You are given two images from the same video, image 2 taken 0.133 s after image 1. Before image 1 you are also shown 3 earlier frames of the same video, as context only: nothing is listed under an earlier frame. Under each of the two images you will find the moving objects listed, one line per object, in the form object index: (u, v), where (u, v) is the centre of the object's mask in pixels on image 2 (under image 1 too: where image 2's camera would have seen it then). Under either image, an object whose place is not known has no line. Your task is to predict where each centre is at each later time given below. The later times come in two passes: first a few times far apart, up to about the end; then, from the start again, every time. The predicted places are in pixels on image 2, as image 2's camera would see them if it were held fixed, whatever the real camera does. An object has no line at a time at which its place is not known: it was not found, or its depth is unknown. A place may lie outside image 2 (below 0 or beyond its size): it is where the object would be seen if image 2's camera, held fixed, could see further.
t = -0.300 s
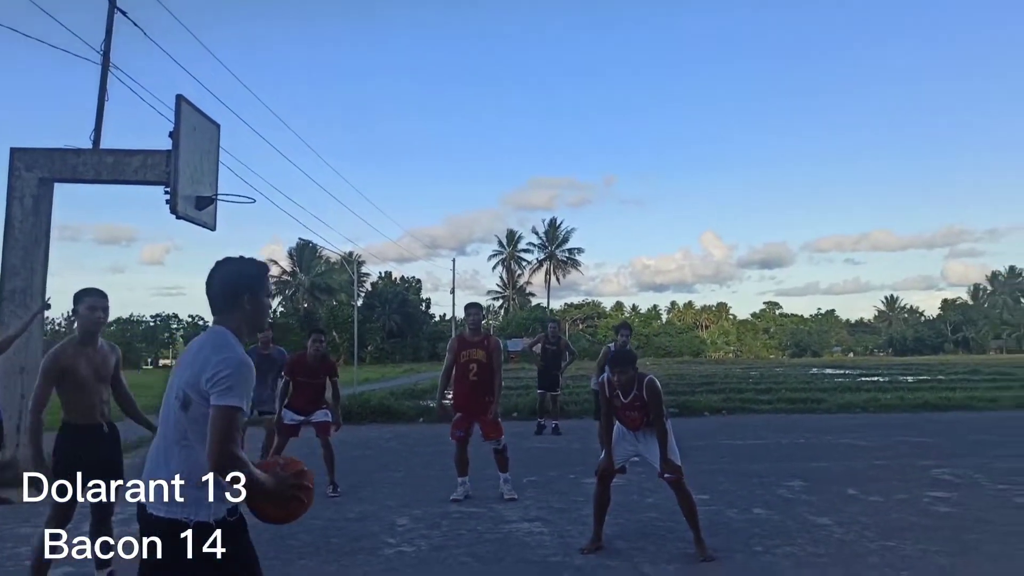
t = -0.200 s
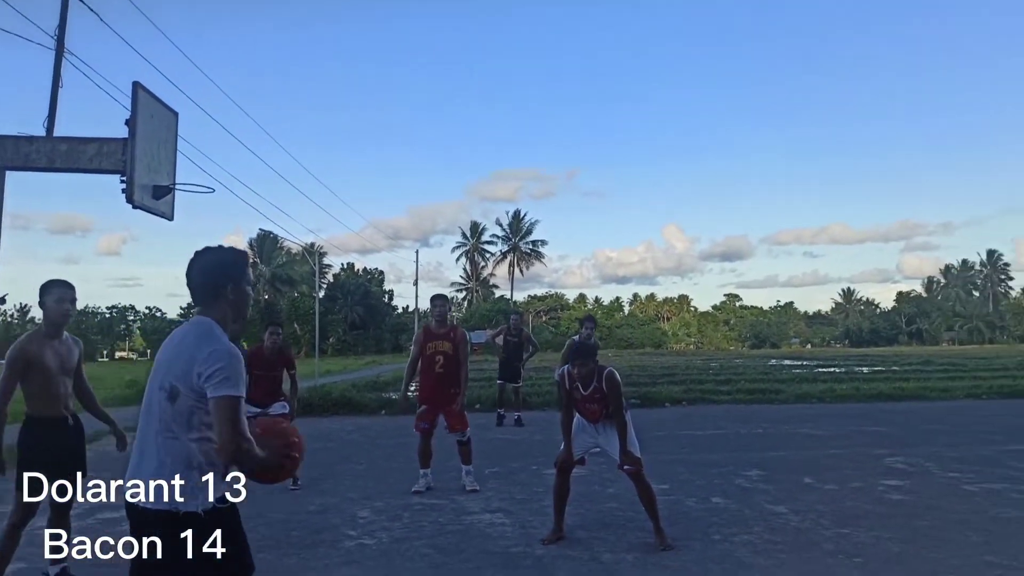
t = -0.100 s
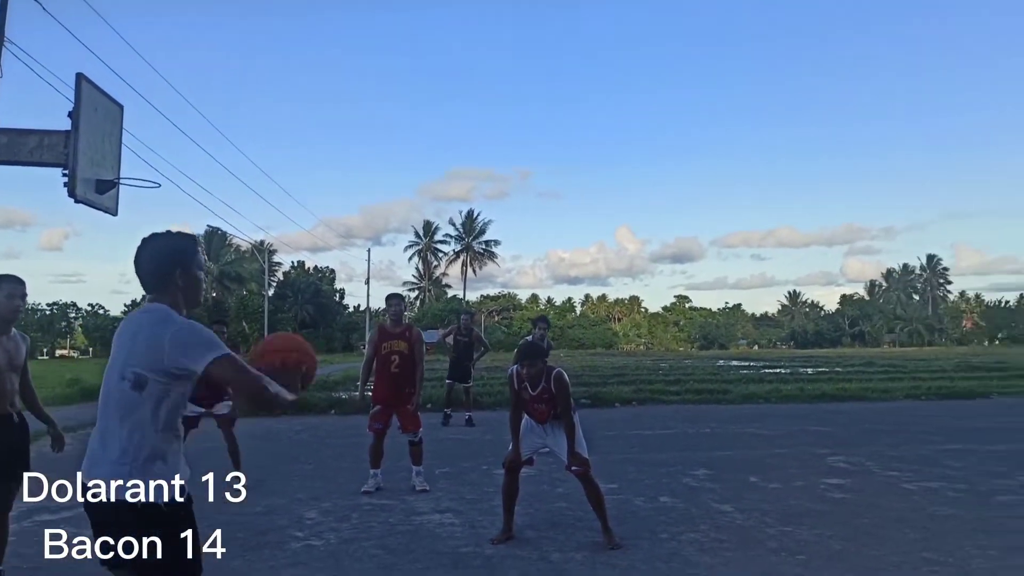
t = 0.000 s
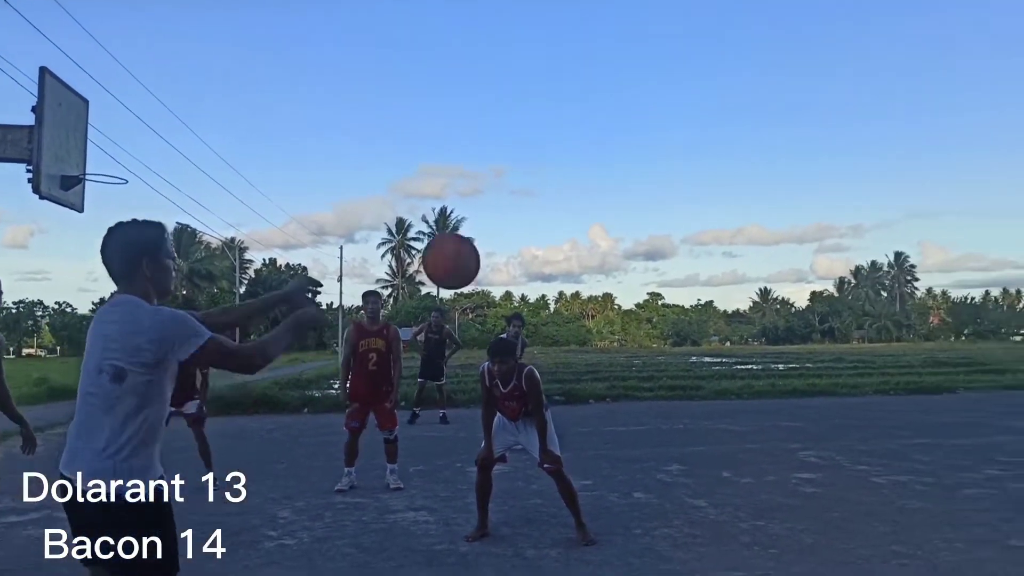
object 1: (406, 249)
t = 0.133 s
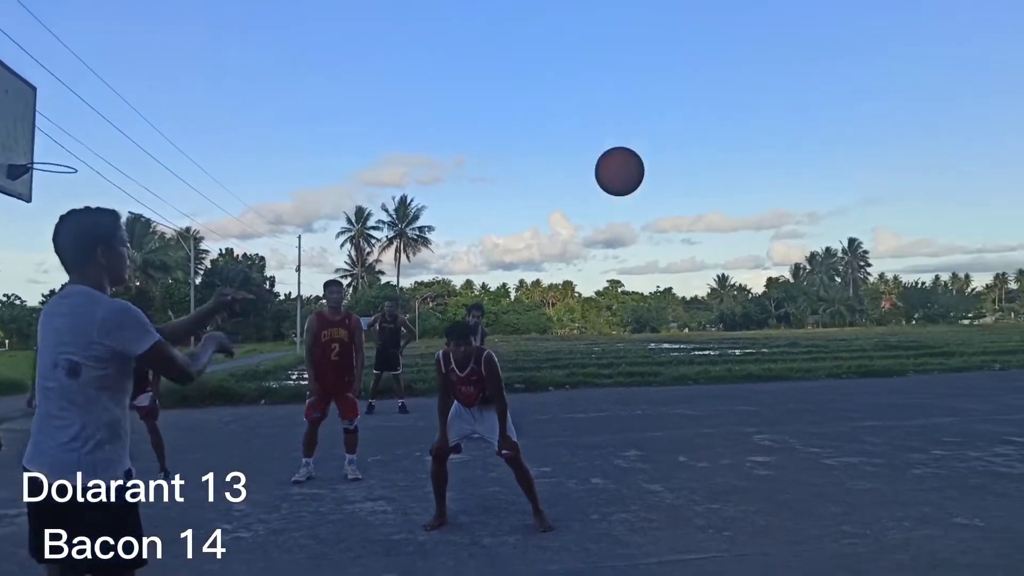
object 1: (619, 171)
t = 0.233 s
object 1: (738, 147)
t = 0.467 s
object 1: (941, 166)
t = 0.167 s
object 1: (662, 161)
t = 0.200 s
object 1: (701, 153)
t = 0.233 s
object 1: (738, 147)
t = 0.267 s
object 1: (772, 144)
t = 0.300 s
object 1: (805, 144)
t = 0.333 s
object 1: (835, 145)
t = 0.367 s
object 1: (864, 148)
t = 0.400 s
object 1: (891, 153)
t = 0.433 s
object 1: (916, 159)
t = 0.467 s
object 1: (941, 166)
